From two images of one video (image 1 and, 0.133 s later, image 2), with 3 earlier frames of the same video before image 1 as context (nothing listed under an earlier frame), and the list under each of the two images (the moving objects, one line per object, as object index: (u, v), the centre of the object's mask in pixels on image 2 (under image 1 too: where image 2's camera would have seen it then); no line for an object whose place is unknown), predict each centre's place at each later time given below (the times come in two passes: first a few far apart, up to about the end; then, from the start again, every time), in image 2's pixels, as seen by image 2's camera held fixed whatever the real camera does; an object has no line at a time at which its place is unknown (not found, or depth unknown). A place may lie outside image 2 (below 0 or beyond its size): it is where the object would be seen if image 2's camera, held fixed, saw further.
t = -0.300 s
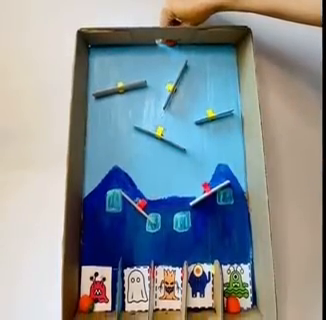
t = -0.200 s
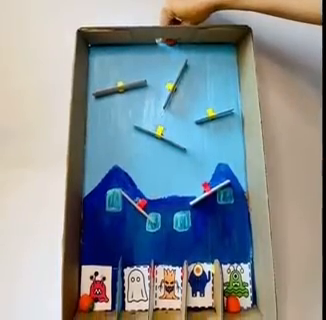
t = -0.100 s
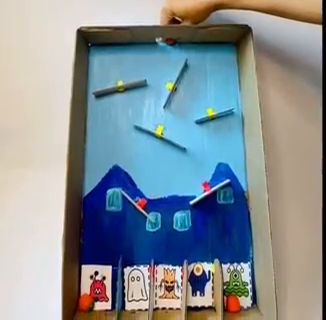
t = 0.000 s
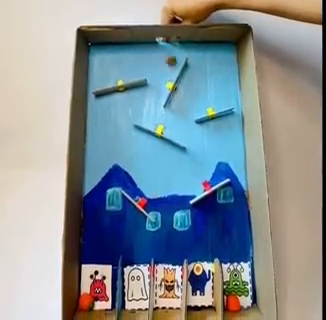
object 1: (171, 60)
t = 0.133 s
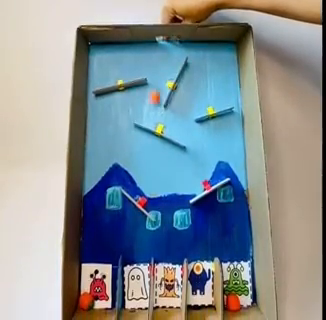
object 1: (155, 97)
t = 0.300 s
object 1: (158, 122)
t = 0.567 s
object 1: (216, 178)
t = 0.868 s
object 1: (161, 225)
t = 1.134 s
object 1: (168, 299)
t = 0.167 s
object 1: (149, 116)
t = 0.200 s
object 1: (149, 117)
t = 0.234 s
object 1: (151, 112)
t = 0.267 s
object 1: (154, 114)
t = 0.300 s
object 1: (158, 122)
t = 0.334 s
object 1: (163, 125)
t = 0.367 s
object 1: (169, 130)
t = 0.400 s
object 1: (176, 134)
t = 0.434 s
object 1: (182, 136)
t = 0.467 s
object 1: (190, 140)
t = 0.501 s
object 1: (200, 149)
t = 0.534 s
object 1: (208, 162)
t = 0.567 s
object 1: (216, 178)
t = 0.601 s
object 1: (210, 170)
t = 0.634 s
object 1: (205, 166)
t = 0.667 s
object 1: (200, 166)
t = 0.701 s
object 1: (195, 171)
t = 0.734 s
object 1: (191, 181)
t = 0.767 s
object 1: (187, 195)
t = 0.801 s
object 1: (178, 201)
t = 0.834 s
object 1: (167, 211)
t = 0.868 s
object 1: (161, 225)
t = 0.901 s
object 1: (168, 238)
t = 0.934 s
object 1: (175, 257)
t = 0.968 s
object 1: (178, 280)
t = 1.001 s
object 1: (170, 303)
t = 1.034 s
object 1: (164, 294)
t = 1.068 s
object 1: (160, 289)
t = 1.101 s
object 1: (163, 290)
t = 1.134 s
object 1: (168, 299)
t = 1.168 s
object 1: (168, 301)
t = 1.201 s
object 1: (165, 302)
